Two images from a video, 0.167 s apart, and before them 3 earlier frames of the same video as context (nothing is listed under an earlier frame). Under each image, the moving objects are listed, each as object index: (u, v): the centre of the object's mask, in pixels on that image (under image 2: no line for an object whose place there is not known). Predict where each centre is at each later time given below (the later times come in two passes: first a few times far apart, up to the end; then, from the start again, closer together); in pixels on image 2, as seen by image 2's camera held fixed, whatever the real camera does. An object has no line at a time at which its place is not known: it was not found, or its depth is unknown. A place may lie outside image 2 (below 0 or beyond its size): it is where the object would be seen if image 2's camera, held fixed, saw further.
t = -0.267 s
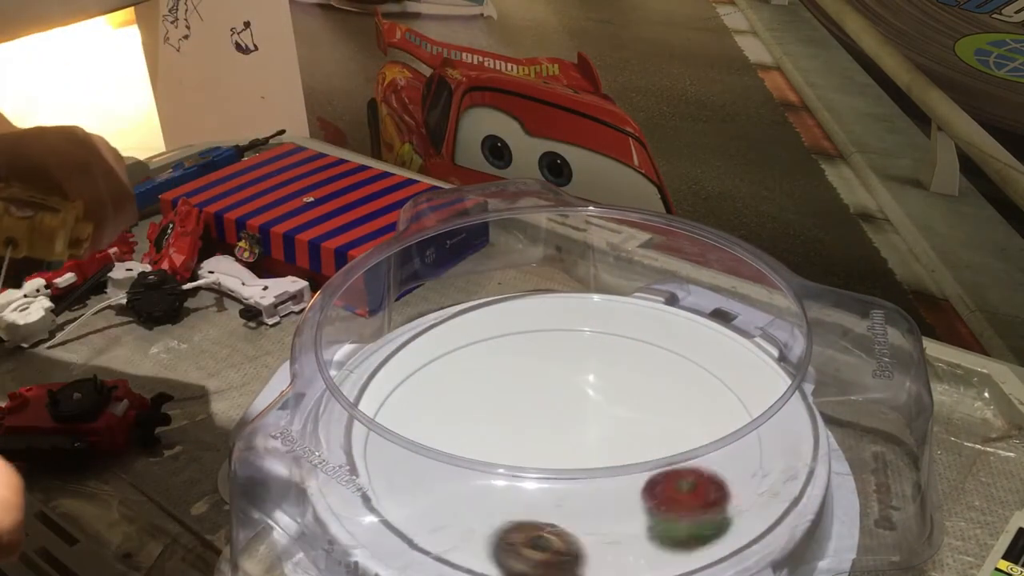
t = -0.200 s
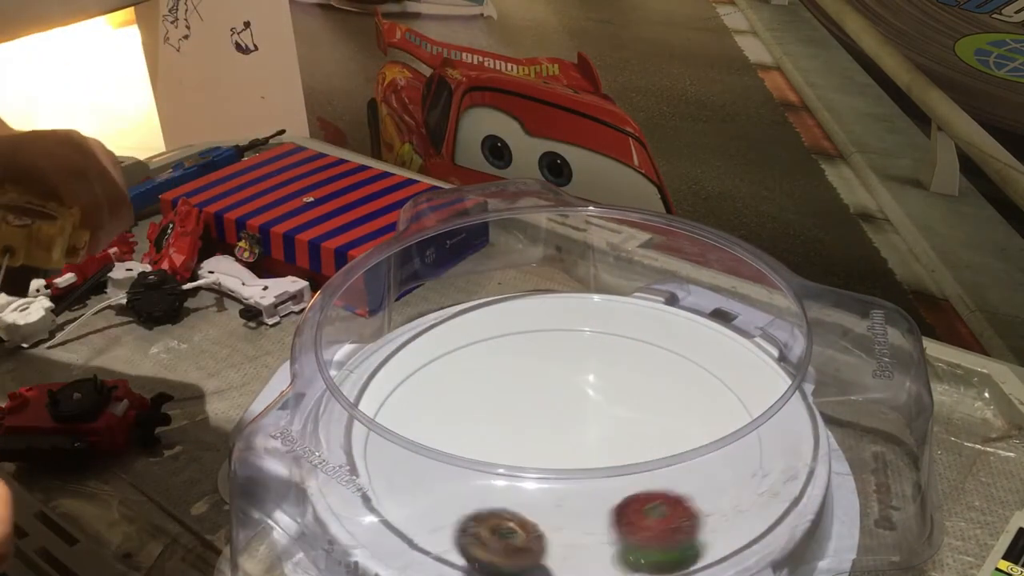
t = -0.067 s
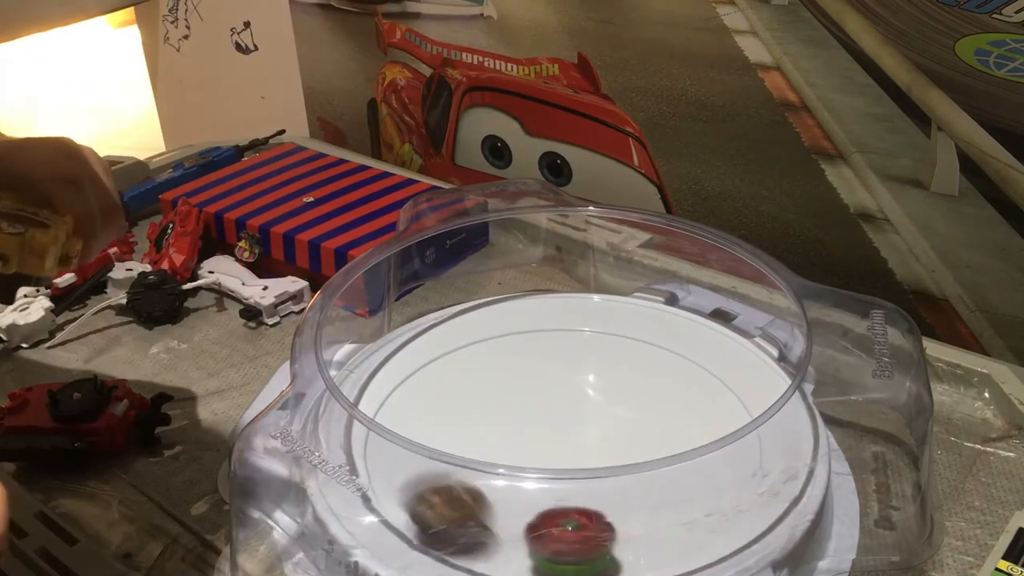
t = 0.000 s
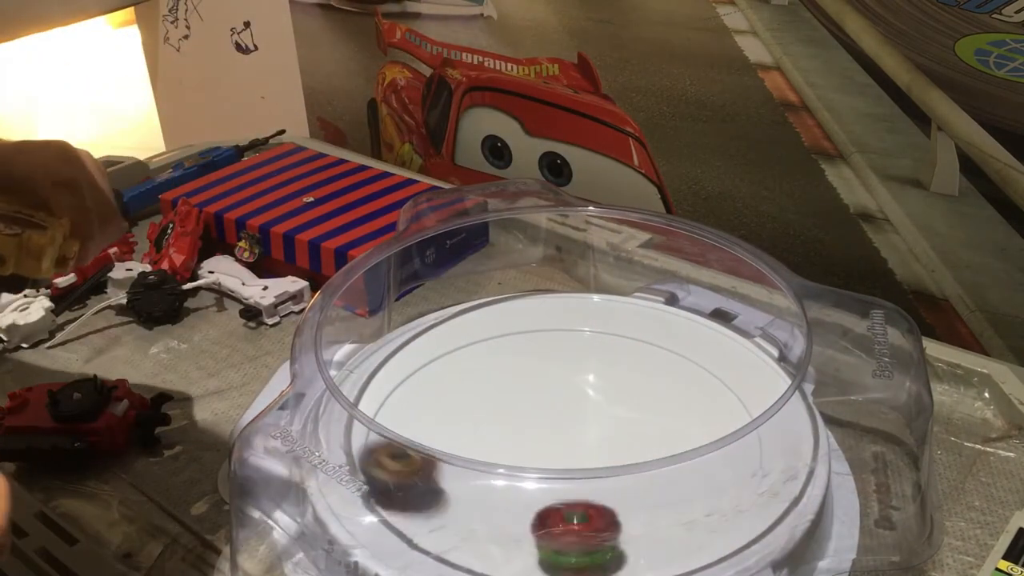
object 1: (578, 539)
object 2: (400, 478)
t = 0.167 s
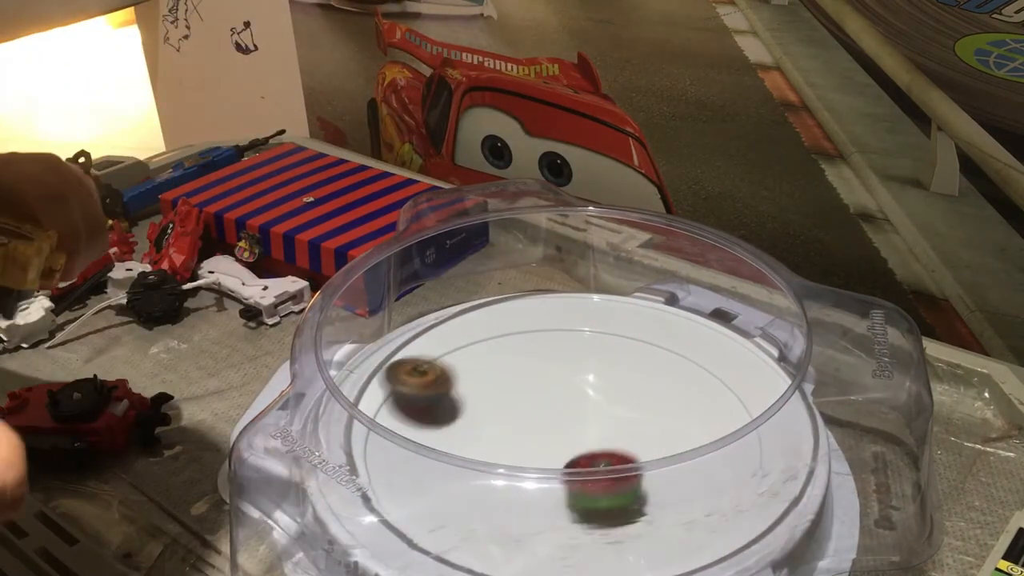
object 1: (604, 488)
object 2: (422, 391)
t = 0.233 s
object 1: (625, 462)
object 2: (472, 370)
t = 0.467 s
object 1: (686, 416)
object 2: (727, 352)
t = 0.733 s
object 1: (683, 459)
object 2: (794, 452)
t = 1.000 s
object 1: (583, 421)
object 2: (674, 504)
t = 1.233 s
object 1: (607, 359)
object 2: (568, 469)
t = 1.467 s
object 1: (659, 407)
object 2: (555, 420)
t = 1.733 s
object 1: (519, 477)
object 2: (562, 385)
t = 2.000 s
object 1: (430, 403)
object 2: (576, 390)
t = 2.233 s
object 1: (459, 361)
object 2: (677, 419)
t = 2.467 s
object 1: (468, 371)
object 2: (698, 501)
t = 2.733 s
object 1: (506, 441)
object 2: (509, 508)
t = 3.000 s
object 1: (467, 435)
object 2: (512, 515)
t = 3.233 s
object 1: (532, 420)
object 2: (572, 518)
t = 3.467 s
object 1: (606, 442)
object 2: (606, 512)
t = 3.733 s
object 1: (625, 408)
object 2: (627, 511)
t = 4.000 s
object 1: (654, 367)
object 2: (621, 461)
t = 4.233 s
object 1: (620, 356)
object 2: (597, 479)
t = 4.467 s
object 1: (582, 344)
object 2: (538, 457)
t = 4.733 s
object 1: (532, 352)
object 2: (496, 447)
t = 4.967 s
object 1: (515, 395)
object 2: (480, 462)
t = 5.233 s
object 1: (507, 433)
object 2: (481, 506)
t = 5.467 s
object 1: (519, 434)
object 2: (505, 533)
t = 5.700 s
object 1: (579, 393)
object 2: (569, 527)
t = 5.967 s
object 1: (651, 404)
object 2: (654, 471)
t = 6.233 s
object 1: (589, 425)
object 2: (705, 438)
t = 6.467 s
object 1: (520, 420)
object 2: (671, 415)
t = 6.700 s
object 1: (494, 413)
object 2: (604, 393)
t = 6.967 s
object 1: (540, 441)
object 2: (530, 373)
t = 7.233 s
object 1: (571, 490)
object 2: (501, 391)
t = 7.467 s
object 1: (569, 491)
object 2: (499, 433)
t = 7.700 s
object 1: (650, 460)
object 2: (471, 479)
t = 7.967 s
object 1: (683, 417)
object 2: (542, 496)
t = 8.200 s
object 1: (643, 397)
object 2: (646, 484)
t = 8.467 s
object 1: (565, 406)
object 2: (688, 453)
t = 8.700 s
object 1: (517, 435)
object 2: (658, 428)
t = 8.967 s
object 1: (520, 488)
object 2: (556, 390)
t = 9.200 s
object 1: (577, 509)
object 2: (503, 378)
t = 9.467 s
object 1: (635, 479)
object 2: (502, 413)
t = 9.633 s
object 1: (636, 446)
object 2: (519, 467)
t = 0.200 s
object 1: (614, 474)
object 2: (446, 379)
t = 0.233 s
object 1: (625, 462)
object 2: (472, 370)
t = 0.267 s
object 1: (636, 451)
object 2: (502, 364)
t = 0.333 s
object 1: (656, 428)
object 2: (575, 357)
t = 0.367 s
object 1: (666, 421)
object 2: (614, 355)
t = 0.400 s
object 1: (674, 414)
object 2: (655, 355)
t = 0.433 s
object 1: (681, 411)
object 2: (698, 354)
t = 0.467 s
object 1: (686, 416)
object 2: (727, 352)
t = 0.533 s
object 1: (693, 431)
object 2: (763, 375)
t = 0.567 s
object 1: (695, 437)
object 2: (782, 382)
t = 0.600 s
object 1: (697, 443)
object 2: (797, 397)
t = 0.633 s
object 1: (697, 447)
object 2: (805, 406)
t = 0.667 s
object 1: (696, 451)
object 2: (805, 424)
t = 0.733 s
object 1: (683, 459)
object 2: (794, 452)
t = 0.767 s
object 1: (671, 461)
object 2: (786, 463)
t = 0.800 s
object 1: (657, 461)
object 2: (775, 472)
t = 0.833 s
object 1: (642, 459)
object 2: (764, 480)
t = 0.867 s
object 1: (626, 455)
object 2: (750, 487)
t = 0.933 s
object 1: (600, 437)
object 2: (716, 499)
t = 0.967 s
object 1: (590, 431)
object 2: (695, 502)
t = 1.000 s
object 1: (583, 421)
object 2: (674, 504)
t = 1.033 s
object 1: (578, 412)
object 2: (654, 506)
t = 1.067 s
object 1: (577, 401)
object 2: (633, 502)
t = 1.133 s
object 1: (581, 381)
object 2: (600, 492)
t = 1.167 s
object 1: (588, 373)
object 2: (587, 485)
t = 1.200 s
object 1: (597, 365)
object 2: (577, 477)
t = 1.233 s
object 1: (607, 359)
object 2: (568, 469)
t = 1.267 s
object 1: (619, 356)
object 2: (562, 461)
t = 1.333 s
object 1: (646, 359)
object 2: (553, 440)
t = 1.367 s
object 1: (657, 367)
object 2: (552, 436)
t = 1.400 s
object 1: (664, 379)
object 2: (552, 431)
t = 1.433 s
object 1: (664, 393)
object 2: (553, 426)
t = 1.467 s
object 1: (659, 407)
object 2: (555, 420)
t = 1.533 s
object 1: (632, 430)
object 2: (560, 411)
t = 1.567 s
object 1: (614, 446)
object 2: (559, 405)
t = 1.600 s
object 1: (600, 458)
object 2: (558, 398)
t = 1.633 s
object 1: (582, 467)
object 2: (558, 394)
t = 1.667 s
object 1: (562, 473)
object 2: (558, 390)
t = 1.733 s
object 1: (519, 477)
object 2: (562, 385)
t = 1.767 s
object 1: (498, 474)
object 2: (564, 383)
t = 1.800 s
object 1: (478, 468)
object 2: (567, 383)
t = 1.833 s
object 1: (460, 460)
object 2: (570, 383)
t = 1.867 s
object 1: (445, 451)
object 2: (572, 383)
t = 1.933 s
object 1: (428, 426)
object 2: (575, 386)
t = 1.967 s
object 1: (427, 413)
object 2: (576, 387)
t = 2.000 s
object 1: (430, 403)
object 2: (576, 390)
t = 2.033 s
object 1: (440, 394)
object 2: (576, 392)
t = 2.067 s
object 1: (453, 386)
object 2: (576, 395)
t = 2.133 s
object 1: (490, 379)
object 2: (574, 401)
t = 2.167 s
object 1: (503, 378)
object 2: (583, 407)
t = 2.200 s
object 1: (478, 368)
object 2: (633, 415)
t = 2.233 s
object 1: (459, 361)
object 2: (677, 419)
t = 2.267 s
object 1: (446, 355)
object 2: (721, 427)
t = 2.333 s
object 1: (441, 352)
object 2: (760, 442)
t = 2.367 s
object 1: (446, 355)
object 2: (757, 459)
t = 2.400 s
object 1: (452, 360)
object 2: (742, 474)
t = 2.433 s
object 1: (460, 364)
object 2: (722, 489)
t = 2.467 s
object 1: (468, 371)
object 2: (698, 501)
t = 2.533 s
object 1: (485, 387)
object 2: (645, 519)
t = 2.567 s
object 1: (493, 398)
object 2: (617, 523)
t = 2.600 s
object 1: (499, 409)
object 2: (590, 523)
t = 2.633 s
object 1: (504, 421)
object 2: (565, 521)
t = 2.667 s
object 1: (507, 431)
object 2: (543, 517)
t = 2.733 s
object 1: (506, 441)
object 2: (509, 508)
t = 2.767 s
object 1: (500, 439)
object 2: (504, 513)
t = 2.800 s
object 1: (495, 438)
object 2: (500, 516)
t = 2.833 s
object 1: (490, 438)
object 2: (497, 517)
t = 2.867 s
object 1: (486, 438)
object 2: (496, 517)
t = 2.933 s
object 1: (477, 440)
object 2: (495, 514)
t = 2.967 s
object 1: (474, 440)
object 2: (498, 509)
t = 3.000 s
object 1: (467, 435)
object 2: (512, 515)
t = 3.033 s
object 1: (463, 434)
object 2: (526, 519)
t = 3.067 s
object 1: (466, 425)
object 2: (538, 522)
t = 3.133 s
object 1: (484, 418)
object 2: (555, 522)
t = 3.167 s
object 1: (499, 416)
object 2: (562, 521)
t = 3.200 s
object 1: (515, 417)
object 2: (567, 520)
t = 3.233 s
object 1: (532, 420)
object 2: (572, 518)
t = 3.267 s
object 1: (549, 424)
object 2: (577, 516)
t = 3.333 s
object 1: (577, 436)
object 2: (586, 512)
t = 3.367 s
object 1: (588, 440)
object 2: (591, 510)
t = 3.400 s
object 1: (595, 444)
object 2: (596, 509)
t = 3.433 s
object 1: (601, 443)
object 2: (602, 512)
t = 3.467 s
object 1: (606, 442)
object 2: (606, 512)
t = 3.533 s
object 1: (616, 440)
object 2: (614, 511)
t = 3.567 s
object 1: (620, 439)
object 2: (617, 508)
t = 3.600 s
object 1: (624, 439)
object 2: (620, 505)
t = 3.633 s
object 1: (626, 435)
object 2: (624, 509)
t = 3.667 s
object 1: (625, 428)
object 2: (627, 509)
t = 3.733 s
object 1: (625, 408)
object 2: (627, 511)
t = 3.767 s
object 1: (627, 398)
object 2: (627, 506)
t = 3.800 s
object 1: (629, 391)
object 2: (626, 505)
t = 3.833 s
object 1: (633, 383)
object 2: (625, 495)
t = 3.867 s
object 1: (637, 377)
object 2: (624, 491)
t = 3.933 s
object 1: (646, 367)
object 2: (622, 476)
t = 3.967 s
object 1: (650, 366)
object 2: (621, 468)
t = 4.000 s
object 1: (654, 367)
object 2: (621, 461)
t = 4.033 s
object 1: (656, 371)
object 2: (620, 455)
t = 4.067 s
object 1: (655, 377)
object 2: (619, 449)
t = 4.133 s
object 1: (642, 379)
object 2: (615, 452)
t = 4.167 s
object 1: (635, 370)
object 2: (610, 459)
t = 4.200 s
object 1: (627, 362)
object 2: (604, 472)
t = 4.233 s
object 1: (620, 356)
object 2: (597, 479)
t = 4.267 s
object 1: (614, 351)
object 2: (589, 483)
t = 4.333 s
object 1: (604, 345)
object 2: (572, 483)
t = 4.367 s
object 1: (599, 343)
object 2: (563, 478)
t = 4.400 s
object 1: (594, 342)
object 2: (554, 472)
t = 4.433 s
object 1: (588, 342)
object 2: (545, 465)
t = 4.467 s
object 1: (582, 344)
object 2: (538, 457)
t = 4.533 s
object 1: (568, 350)
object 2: (526, 436)
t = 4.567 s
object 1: (559, 355)
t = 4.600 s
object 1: (552, 359)
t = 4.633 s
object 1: (545, 361)
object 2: (517, 416)
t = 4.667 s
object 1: (539, 358)
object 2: (509, 428)
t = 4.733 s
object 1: (532, 352)
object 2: (496, 447)
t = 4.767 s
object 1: (529, 354)
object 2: (491, 452)
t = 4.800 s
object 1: (527, 357)
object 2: (489, 458)
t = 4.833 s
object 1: (525, 362)
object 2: (487, 461)
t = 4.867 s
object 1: (523, 369)
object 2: (485, 462)
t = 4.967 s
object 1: (515, 395)
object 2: (480, 462)
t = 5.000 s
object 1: (513, 402)
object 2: (478, 462)
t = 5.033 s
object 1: (510, 409)
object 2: (478, 462)
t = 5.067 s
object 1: (508, 414)
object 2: (477, 466)
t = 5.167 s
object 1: (505, 425)
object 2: (478, 493)
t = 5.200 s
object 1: (506, 429)
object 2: (479, 501)
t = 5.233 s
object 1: (507, 433)
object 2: (481, 506)
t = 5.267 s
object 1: (508, 437)
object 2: (483, 508)
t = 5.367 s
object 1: (509, 445)
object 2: (491, 511)
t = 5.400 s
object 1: (510, 443)
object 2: (494, 520)
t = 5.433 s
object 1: (514, 439)
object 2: (499, 527)
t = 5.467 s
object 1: (519, 434)
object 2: (505, 533)
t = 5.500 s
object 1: (525, 427)
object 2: (513, 538)
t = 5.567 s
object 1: (541, 413)
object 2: (532, 539)
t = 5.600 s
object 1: (550, 408)
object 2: (542, 537)
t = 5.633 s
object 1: (559, 402)
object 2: (552, 534)
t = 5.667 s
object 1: (569, 397)
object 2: (560, 531)
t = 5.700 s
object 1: (579, 393)
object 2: (569, 527)
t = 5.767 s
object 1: (600, 388)
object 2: (588, 516)
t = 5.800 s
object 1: (611, 387)
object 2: (598, 510)
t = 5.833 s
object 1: (621, 388)
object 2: (610, 505)
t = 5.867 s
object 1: (631, 390)
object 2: (620, 497)
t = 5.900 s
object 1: (639, 393)
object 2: (631, 489)
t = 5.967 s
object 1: (651, 404)
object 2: (654, 471)
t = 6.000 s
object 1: (652, 406)
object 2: (665, 463)
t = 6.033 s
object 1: (646, 411)
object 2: (679, 462)
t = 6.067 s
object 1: (638, 414)
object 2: (690, 457)
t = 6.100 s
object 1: (631, 419)
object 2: (697, 455)
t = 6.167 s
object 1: (610, 423)
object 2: (705, 446)
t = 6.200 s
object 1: (600, 424)
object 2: (706, 442)
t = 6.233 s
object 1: (589, 425)
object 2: (705, 438)
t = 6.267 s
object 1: (578, 425)
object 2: (703, 434)
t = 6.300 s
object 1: (568, 424)
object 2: (700, 430)
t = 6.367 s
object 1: (548, 423)
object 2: (691, 422)
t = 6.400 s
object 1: (538, 423)
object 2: (684, 418)
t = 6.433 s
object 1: (528, 422)
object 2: (677, 417)
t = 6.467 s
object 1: (520, 420)
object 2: (671, 415)
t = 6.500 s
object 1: (512, 419)
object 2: (663, 412)
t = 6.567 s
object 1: (499, 416)
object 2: (645, 406)
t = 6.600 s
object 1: (495, 415)
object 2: (635, 403)
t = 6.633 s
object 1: (492, 413)
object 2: (625, 399)
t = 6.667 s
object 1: (492, 413)
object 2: (614, 396)
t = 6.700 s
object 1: (494, 413)
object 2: (604, 393)
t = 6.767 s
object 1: (504, 416)
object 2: (582, 385)
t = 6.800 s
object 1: (511, 420)
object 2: (572, 381)
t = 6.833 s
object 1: (518, 425)
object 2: (563, 377)
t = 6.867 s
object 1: (524, 429)
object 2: (553, 373)
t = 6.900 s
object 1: (530, 434)
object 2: (544, 372)
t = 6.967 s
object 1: (540, 441)
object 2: (530, 373)
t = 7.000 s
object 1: (545, 443)
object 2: (524, 374)
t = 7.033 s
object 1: (551, 459)
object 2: (519, 374)
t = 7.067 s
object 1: (555, 464)
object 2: (515, 376)
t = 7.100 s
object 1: (559, 470)
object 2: (511, 378)
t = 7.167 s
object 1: (566, 482)
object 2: (505, 384)
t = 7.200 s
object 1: (569, 486)
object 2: (503, 387)
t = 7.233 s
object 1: (571, 490)
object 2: (501, 391)
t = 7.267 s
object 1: (573, 493)
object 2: (500, 395)
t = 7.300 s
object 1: (575, 495)
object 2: (498, 401)
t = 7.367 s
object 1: (572, 498)
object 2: (497, 413)
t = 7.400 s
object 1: (570, 497)
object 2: (497, 420)
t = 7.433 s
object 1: (569, 494)
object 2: (498, 427)
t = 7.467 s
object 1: (569, 491)
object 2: (499, 433)
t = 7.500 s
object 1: (569, 486)
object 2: (499, 436)
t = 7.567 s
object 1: (596, 475)
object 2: (486, 461)
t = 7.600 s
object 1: (614, 471)
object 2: (476, 466)
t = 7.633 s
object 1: (630, 467)
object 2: (470, 471)
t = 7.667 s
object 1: (641, 464)
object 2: (469, 475)
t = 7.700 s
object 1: (650, 460)
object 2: (471, 479)
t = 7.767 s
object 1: (664, 452)
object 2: (481, 485)
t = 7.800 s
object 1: (671, 447)
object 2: (488, 488)
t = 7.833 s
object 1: (676, 442)
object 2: (496, 490)
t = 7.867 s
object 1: (680, 437)
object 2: (506, 492)
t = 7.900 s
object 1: (683, 431)
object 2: (516, 494)
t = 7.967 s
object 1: (683, 417)
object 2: (542, 496)
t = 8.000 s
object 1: (681, 414)
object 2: (556, 496)
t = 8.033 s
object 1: (678, 411)
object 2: (572, 496)
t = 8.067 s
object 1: (673, 407)
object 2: (587, 495)
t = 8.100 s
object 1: (667, 403)
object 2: (603, 493)
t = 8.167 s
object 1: (652, 399)
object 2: (633, 488)
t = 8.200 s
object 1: (643, 397)
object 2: (646, 484)
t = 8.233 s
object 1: (634, 396)
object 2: (658, 480)
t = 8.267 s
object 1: (624, 396)
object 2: (669, 477)
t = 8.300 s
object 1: (615, 396)
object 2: (677, 472)
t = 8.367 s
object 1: (595, 398)
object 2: (686, 463)
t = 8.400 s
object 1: (584, 400)
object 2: (688, 458)
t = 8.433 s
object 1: (574, 403)
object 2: (689, 455)
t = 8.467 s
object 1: (565, 406)
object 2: (688, 453)
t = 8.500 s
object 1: (556, 410)
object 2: (687, 450)
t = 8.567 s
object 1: (540, 418)
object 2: (682, 444)
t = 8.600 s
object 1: (533, 423)
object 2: (677, 442)
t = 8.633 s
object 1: (527, 428)
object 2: (672, 439)
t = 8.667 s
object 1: (521, 432)
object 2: (666, 435)
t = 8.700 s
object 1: (517, 435)
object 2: (658, 428)
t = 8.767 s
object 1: (510, 441)
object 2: (637, 424)
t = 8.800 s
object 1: (508, 457)
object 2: (624, 419)
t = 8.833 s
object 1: (509, 464)
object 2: (610, 413)
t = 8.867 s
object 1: (510, 470)
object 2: (597, 407)
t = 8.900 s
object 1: (512, 477)
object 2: (582, 401)
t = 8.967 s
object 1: (520, 488)
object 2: (556, 390)
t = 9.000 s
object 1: (526, 493)
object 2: (544, 385)
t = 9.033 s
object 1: (532, 497)
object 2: (534, 381)
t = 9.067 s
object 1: (540, 500)
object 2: (525, 378)
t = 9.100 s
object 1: (548, 503)
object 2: (517, 376)
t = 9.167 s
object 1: (567, 509)
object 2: (507, 376)
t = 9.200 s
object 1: (577, 509)
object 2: (503, 378)
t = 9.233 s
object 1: (586, 508)
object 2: (502, 379)
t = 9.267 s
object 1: (595, 505)
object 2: (500, 382)
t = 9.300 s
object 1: (603, 501)
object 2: (500, 384)
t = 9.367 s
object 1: (619, 493)
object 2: (500, 392)
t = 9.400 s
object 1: (625, 489)
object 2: (500, 398)
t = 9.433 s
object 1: (630, 485)
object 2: (501, 405)
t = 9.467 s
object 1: (635, 479)
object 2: (502, 413)
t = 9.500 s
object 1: (637, 471)
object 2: (504, 423)
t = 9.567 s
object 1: (639, 459)
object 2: (510, 437)
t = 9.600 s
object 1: (638, 452)
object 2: (514, 455)
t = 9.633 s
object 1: (636, 446)
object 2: (519, 467)
